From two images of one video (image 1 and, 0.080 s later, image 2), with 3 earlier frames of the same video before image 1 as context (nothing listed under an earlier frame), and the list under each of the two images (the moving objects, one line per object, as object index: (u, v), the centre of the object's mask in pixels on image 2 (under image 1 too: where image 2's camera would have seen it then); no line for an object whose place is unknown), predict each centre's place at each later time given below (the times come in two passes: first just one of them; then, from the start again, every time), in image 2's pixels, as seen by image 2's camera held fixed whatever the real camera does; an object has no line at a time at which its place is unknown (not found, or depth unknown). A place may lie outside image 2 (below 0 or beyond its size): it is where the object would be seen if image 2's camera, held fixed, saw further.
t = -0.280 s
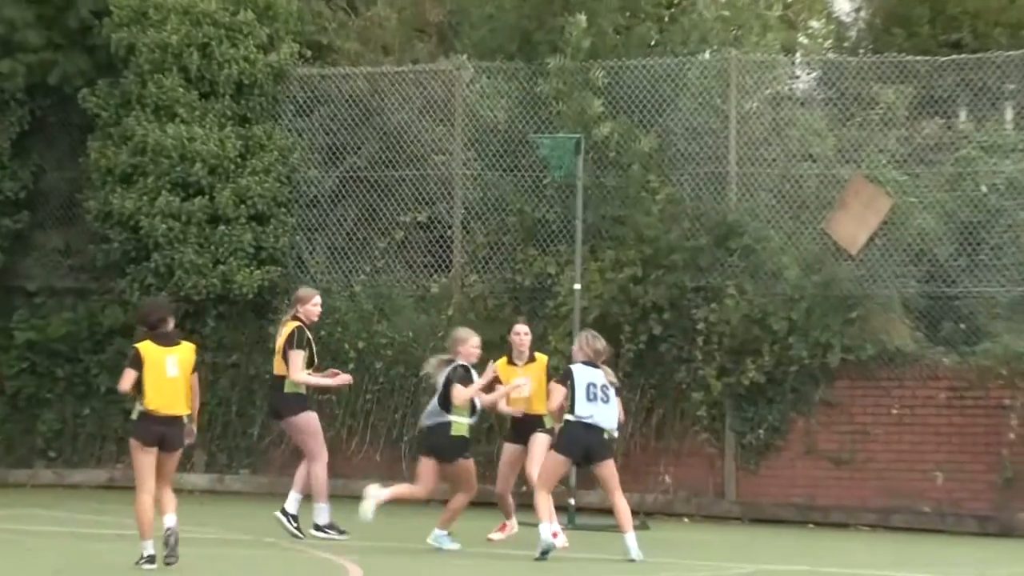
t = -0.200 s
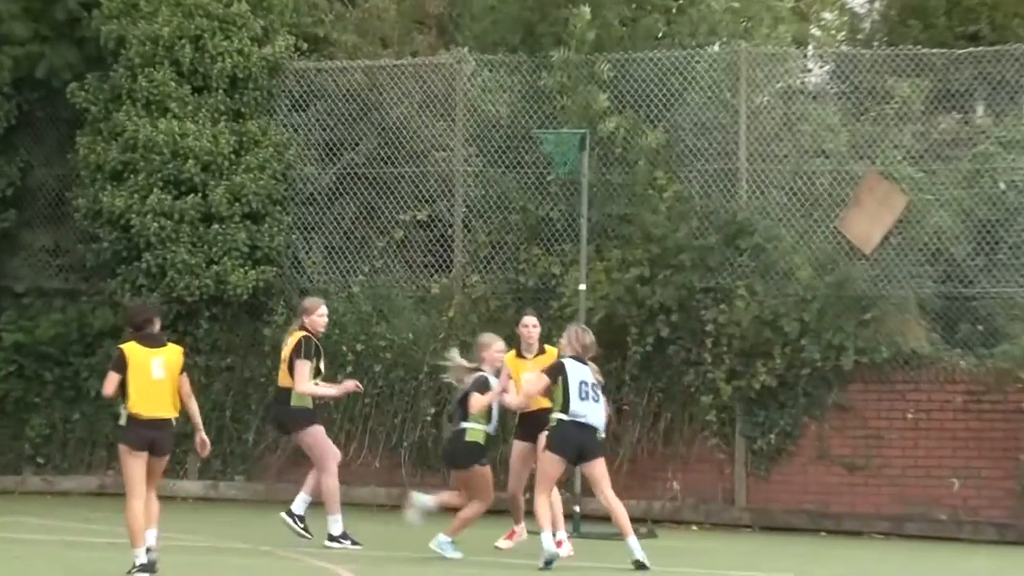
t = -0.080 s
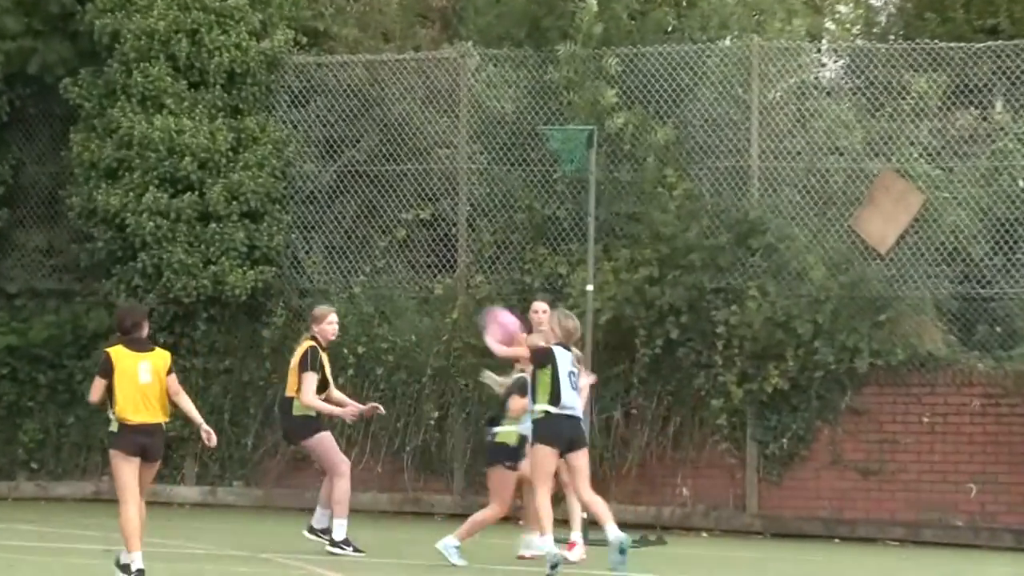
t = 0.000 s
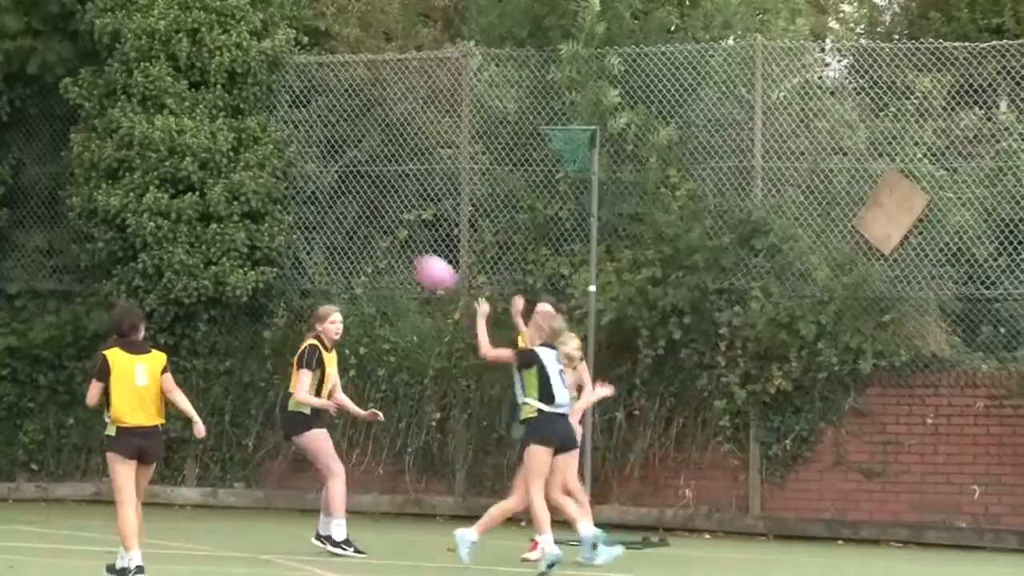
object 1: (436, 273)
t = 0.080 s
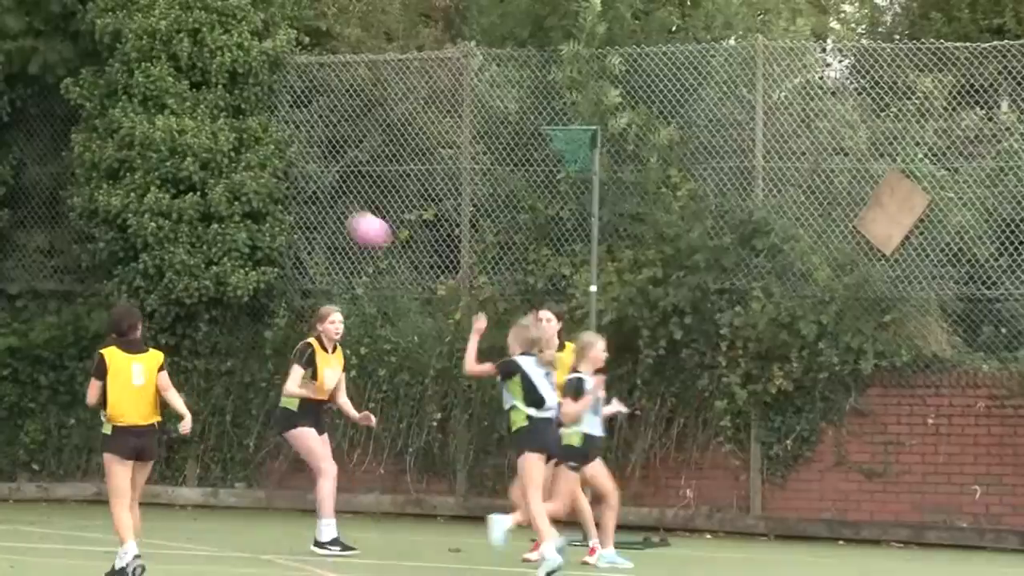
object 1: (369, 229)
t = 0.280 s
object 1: (203, 164)
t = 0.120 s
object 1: (334, 211)
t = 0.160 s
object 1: (301, 196)
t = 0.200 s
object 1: (269, 184)
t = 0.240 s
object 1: (235, 172)
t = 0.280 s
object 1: (203, 164)
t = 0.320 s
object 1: (169, 158)
